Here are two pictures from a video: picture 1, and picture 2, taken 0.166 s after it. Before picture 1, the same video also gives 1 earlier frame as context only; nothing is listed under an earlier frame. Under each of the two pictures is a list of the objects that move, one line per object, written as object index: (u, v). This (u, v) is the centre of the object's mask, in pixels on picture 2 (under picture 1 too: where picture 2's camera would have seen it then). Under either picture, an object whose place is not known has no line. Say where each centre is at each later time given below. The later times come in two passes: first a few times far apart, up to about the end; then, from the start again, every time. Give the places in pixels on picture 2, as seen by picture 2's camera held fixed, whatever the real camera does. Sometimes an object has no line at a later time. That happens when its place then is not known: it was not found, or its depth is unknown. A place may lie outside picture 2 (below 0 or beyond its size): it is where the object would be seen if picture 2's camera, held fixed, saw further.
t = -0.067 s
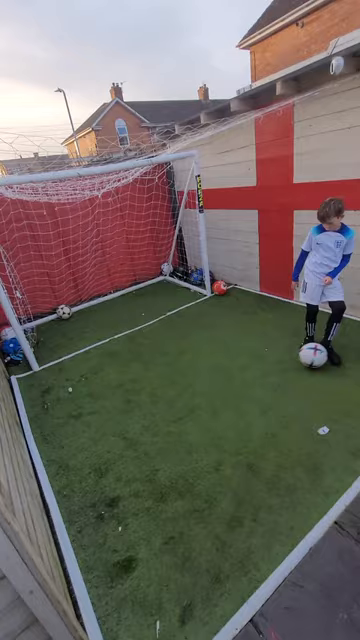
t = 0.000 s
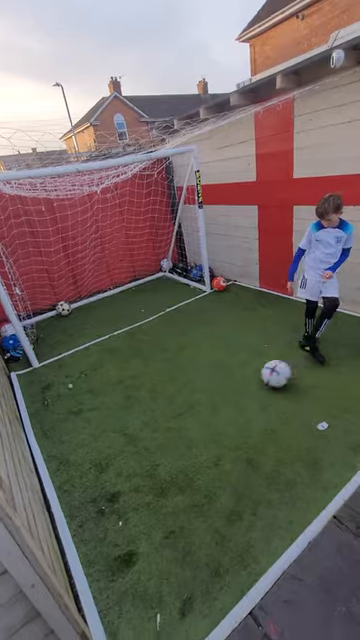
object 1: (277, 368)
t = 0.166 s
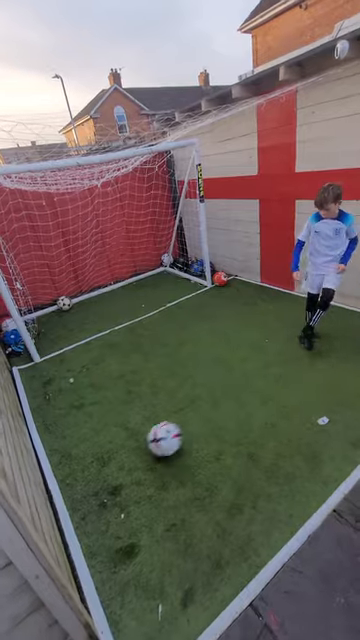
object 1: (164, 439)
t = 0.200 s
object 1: (138, 453)
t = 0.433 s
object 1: (143, 435)
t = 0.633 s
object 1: (230, 394)
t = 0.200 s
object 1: (138, 453)
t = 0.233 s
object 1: (110, 470)
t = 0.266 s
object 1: (80, 488)
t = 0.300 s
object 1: (71, 489)
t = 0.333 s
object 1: (90, 473)
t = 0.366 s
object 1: (108, 458)
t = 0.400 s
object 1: (126, 446)
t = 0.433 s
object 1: (143, 435)
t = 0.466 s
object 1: (161, 425)
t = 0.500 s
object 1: (176, 418)
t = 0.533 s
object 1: (192, 412)
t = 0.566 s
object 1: (206, 407)
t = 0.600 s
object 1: (219, 403)
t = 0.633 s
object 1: (230, 394)
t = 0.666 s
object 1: (239, 386)
